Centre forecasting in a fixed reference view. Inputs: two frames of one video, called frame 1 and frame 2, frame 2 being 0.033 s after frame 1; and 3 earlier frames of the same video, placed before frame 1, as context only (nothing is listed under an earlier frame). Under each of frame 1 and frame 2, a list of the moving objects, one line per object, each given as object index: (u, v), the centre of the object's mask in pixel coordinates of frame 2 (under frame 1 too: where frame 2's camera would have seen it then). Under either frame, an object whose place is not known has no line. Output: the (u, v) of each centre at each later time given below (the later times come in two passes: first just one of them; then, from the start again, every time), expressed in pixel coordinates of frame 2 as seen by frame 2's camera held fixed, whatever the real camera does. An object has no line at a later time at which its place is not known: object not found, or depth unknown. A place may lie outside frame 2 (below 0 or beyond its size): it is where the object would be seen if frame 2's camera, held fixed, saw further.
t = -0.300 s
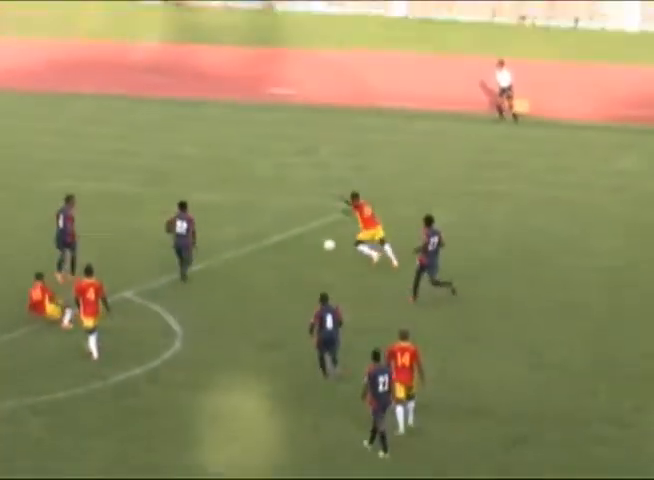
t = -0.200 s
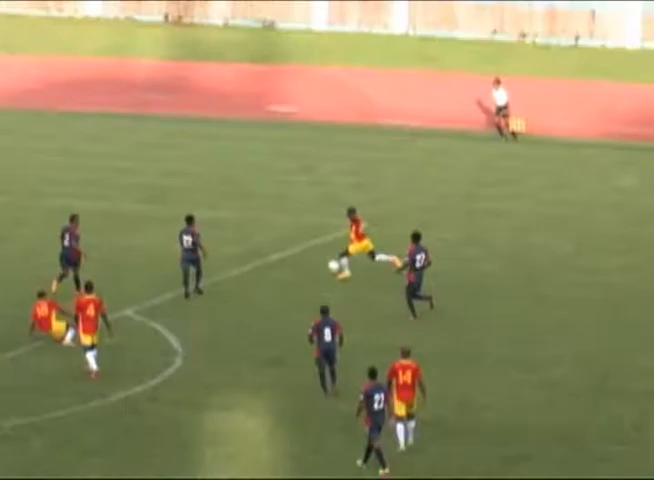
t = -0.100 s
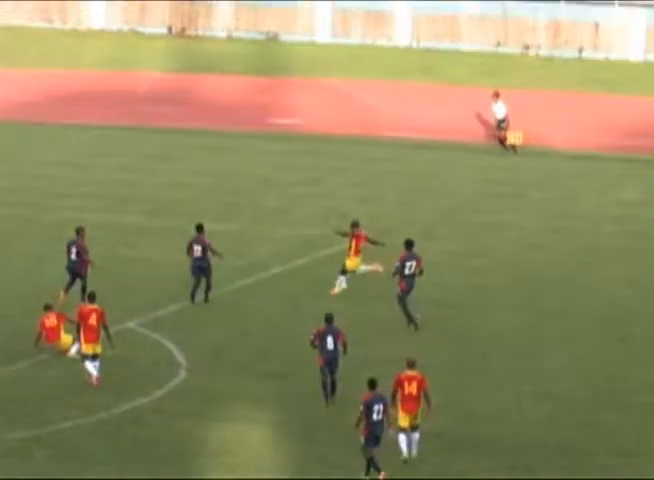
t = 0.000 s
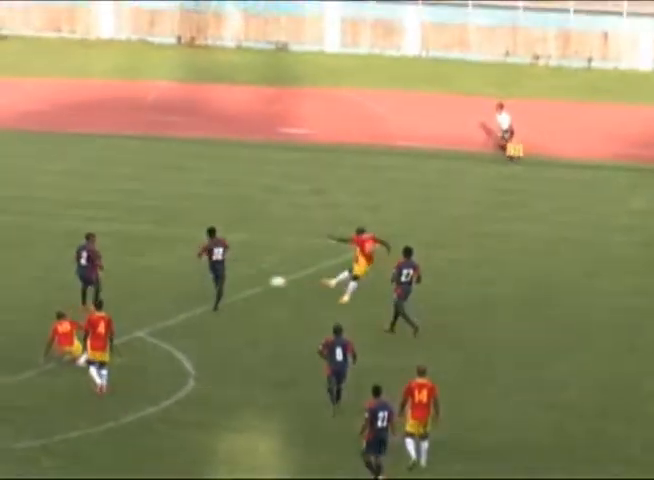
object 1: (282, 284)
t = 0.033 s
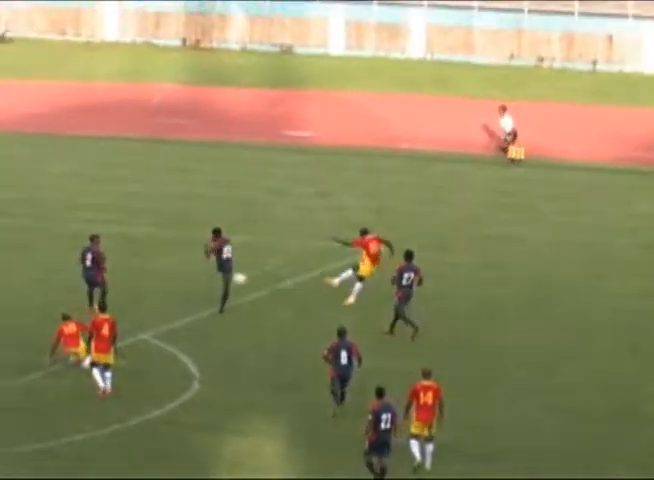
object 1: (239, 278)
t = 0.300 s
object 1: (-100, 252)
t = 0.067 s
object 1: (195, 273)
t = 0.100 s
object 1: (153, 268)
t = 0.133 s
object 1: (110, 263)
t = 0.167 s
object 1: (67, 260)
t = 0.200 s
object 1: (25, 256)
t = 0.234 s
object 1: (-17, 254)
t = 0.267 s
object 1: (-58, 253)
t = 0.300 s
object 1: (-100, 252)
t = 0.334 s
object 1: (-142, 251)
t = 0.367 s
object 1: (-184, 251)
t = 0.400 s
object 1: (-226, 252)
